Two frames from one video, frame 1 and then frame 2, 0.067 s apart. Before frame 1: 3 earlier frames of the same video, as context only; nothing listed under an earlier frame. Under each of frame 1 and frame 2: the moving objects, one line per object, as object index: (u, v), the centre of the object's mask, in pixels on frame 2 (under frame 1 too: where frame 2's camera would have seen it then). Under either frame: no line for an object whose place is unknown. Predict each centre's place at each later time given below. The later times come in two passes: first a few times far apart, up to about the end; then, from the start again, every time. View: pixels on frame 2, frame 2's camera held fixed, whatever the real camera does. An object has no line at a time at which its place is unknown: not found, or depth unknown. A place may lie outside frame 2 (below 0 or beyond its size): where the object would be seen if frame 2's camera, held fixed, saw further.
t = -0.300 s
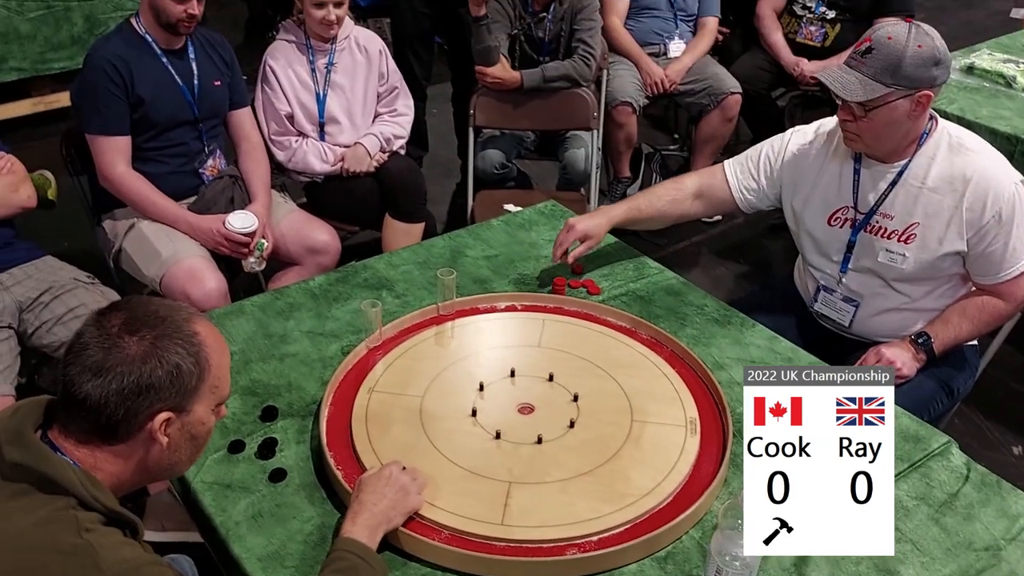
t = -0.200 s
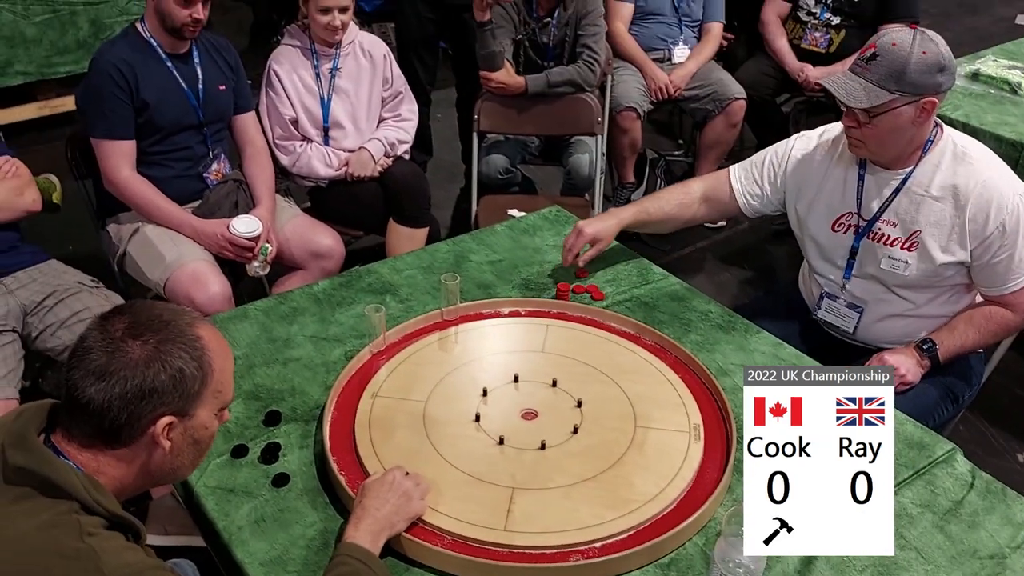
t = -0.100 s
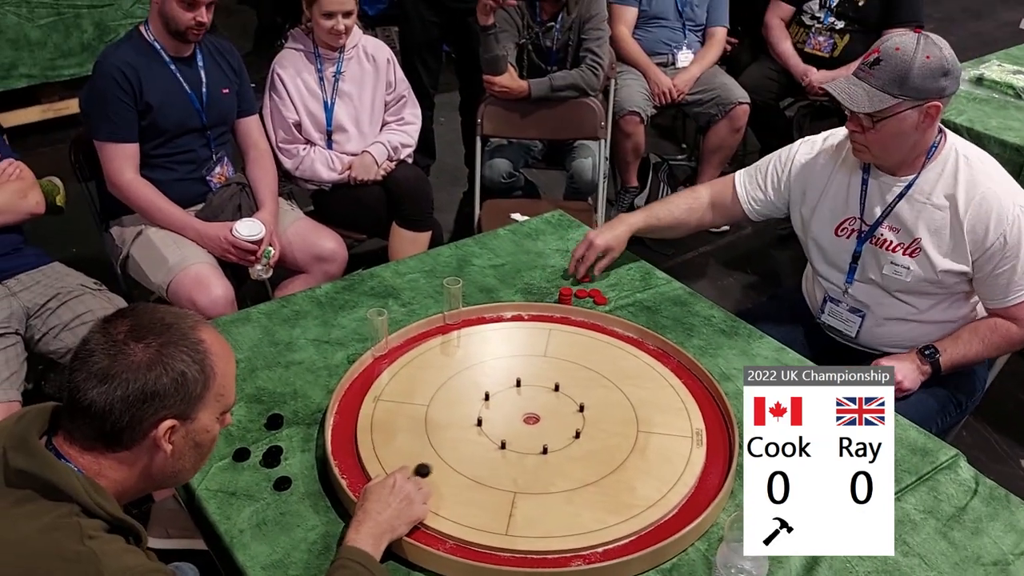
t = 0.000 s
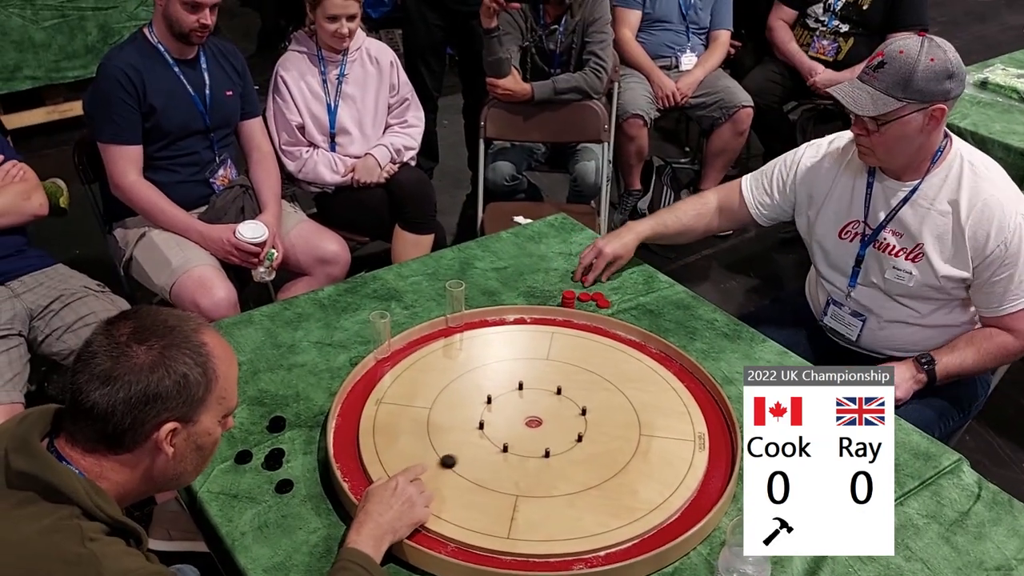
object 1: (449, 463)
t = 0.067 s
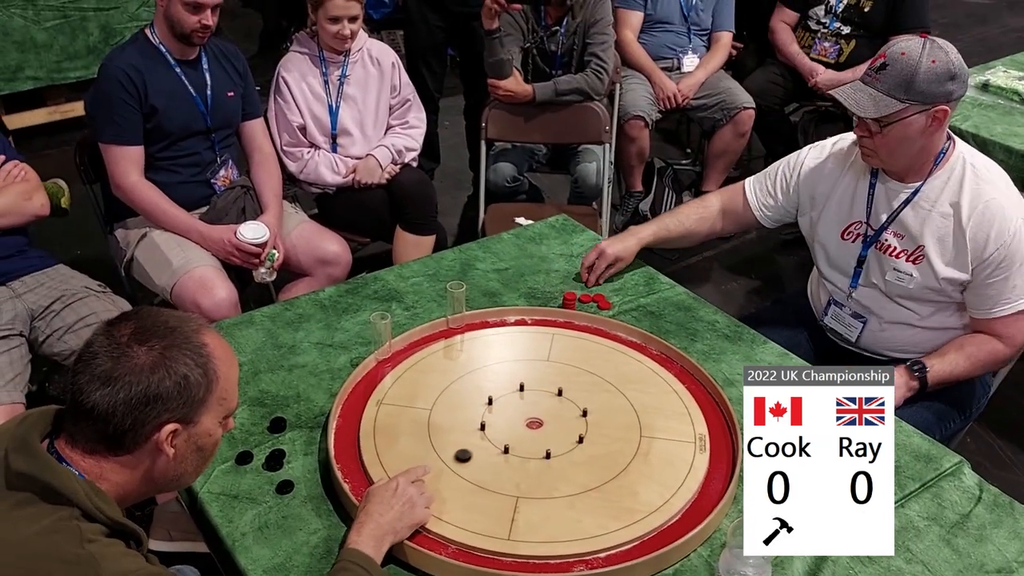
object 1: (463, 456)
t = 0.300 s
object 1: (501, 437)
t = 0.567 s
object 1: (524, 427)
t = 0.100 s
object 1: (470, 453)
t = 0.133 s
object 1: (477, 451)
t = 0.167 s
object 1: (482, 448)
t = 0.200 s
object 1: (487, 445)
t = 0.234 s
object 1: (492, 442)
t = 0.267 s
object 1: (496, 440)
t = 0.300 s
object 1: (501, 437)
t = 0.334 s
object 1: (505, 436)
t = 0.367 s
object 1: (508, 434)
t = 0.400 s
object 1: (512, 432)
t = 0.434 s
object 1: (515, 431)
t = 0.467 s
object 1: (518, 430)
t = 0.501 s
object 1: (520, 428)
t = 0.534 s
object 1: (522, 427)
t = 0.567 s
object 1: (524, 427)
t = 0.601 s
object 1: (525, 426)
